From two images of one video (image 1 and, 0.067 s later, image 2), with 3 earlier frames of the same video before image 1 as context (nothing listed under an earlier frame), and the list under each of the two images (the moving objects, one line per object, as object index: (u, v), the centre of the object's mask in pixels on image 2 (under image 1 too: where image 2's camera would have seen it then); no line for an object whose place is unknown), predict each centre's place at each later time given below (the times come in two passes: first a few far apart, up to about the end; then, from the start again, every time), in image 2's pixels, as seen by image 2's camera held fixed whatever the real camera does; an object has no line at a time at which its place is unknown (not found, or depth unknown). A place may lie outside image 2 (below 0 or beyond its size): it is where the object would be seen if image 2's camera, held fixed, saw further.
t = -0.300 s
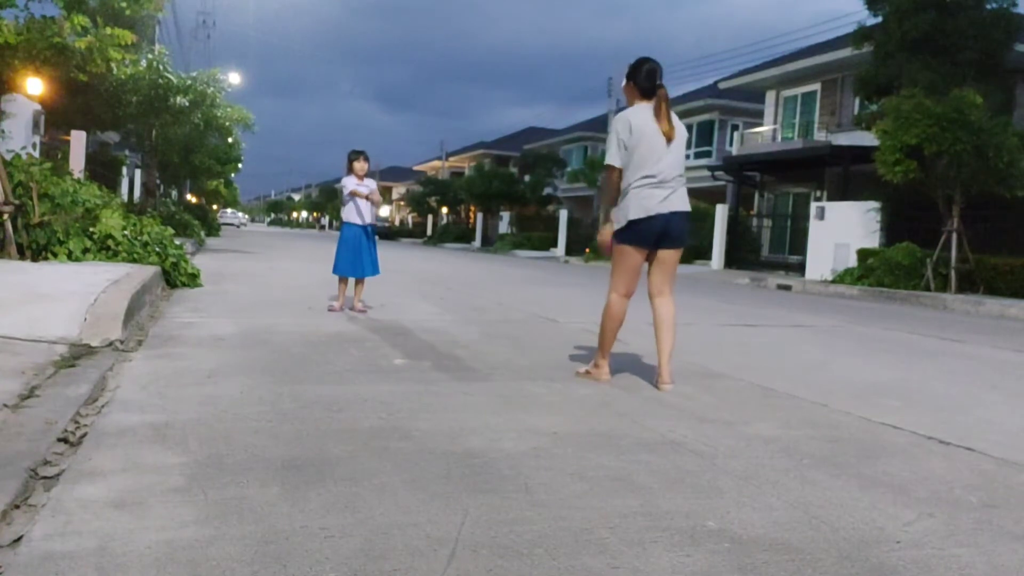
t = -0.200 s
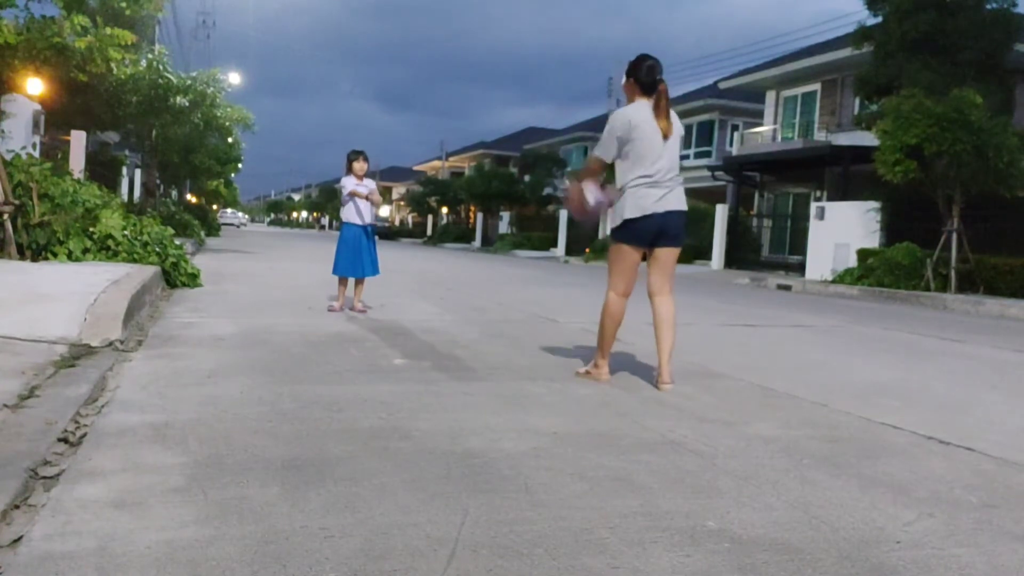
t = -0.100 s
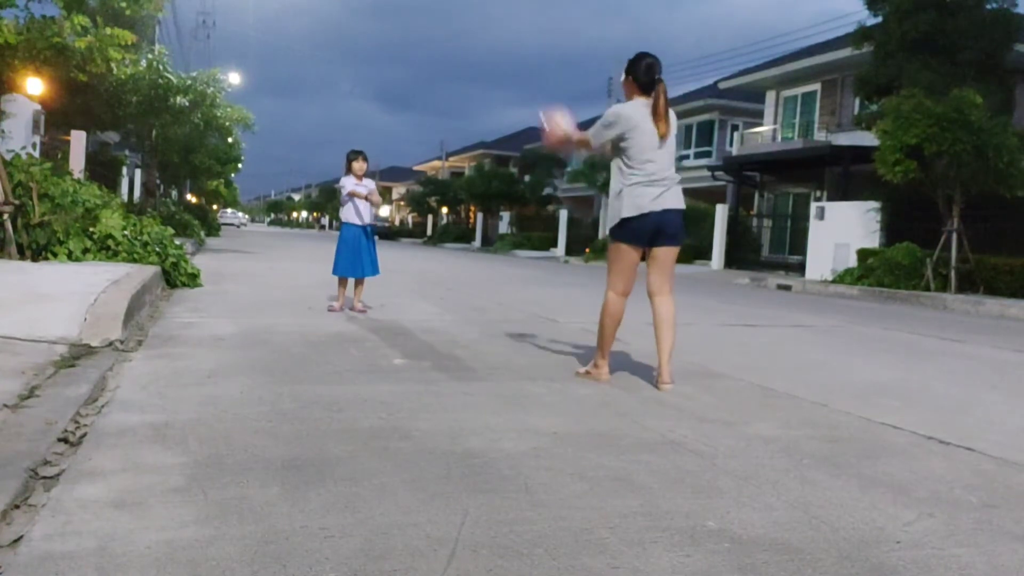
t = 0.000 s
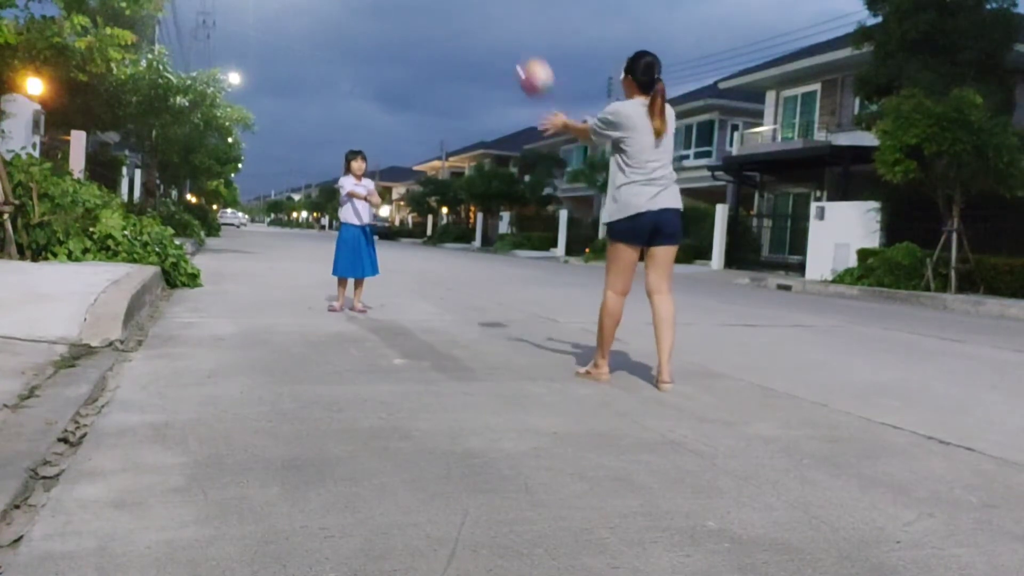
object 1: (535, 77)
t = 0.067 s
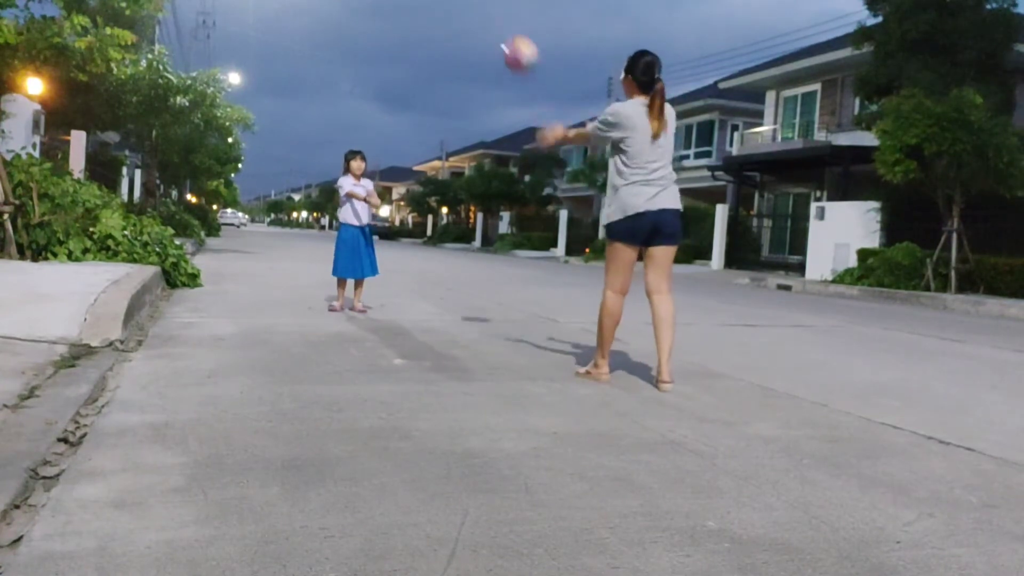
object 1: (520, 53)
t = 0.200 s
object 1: (490, 32)
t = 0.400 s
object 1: (450, 49)
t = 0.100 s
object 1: (513, 45)
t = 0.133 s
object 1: (505, 39)
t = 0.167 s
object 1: (498, 34)
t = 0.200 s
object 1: (490, 32)
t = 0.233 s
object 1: (484, 31)
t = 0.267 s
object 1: (476, 31)
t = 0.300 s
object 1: (470, 34)
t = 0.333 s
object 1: (463, 38)
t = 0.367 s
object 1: (457, 43)
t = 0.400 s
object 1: (450, 49)
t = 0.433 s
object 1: (444, 58)
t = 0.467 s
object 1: (437, 68)
